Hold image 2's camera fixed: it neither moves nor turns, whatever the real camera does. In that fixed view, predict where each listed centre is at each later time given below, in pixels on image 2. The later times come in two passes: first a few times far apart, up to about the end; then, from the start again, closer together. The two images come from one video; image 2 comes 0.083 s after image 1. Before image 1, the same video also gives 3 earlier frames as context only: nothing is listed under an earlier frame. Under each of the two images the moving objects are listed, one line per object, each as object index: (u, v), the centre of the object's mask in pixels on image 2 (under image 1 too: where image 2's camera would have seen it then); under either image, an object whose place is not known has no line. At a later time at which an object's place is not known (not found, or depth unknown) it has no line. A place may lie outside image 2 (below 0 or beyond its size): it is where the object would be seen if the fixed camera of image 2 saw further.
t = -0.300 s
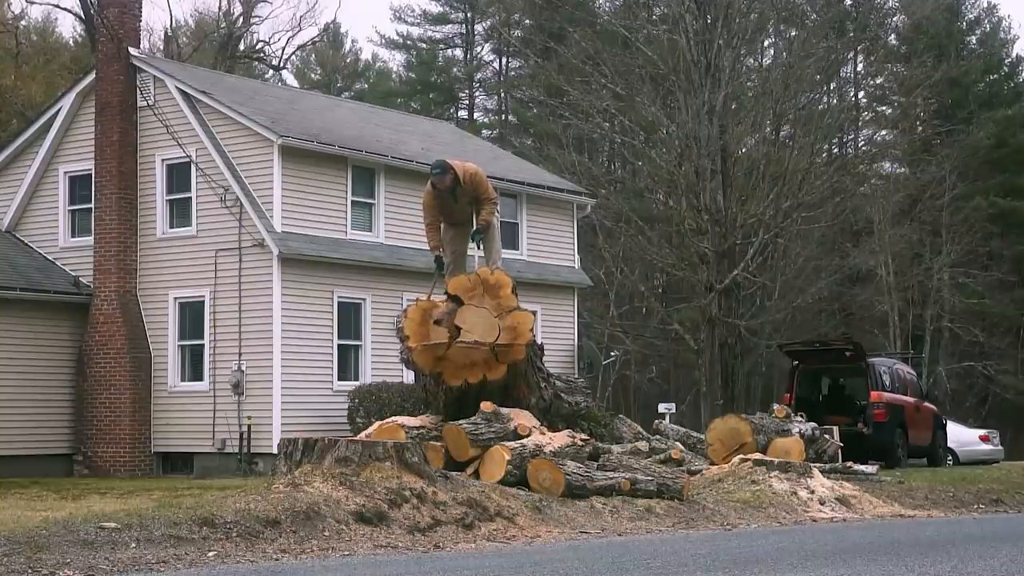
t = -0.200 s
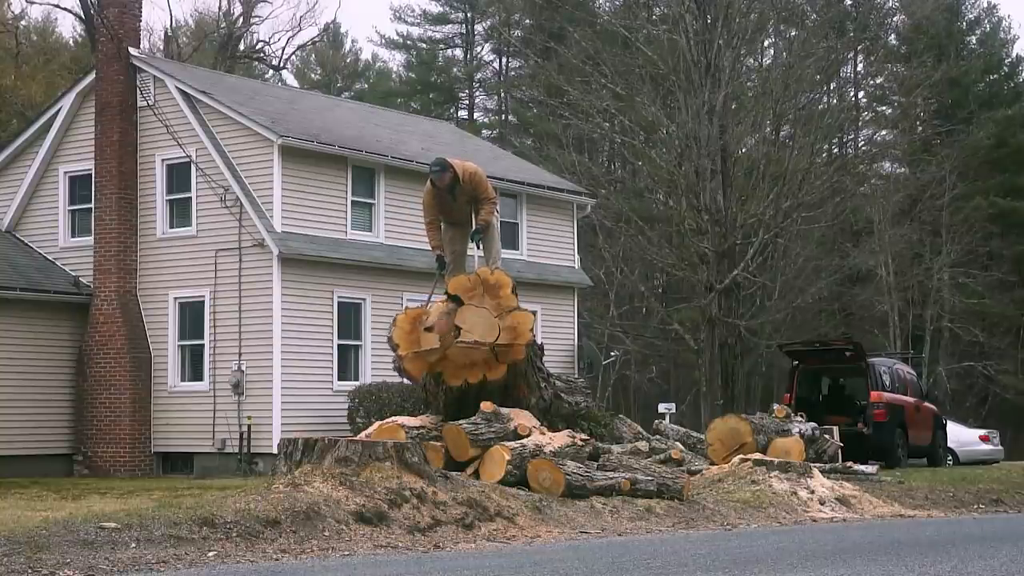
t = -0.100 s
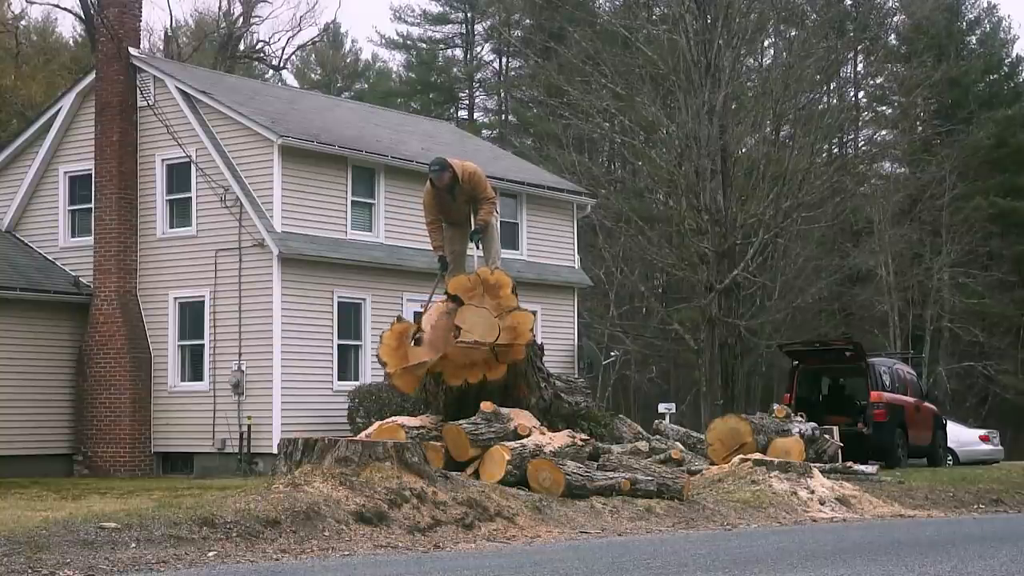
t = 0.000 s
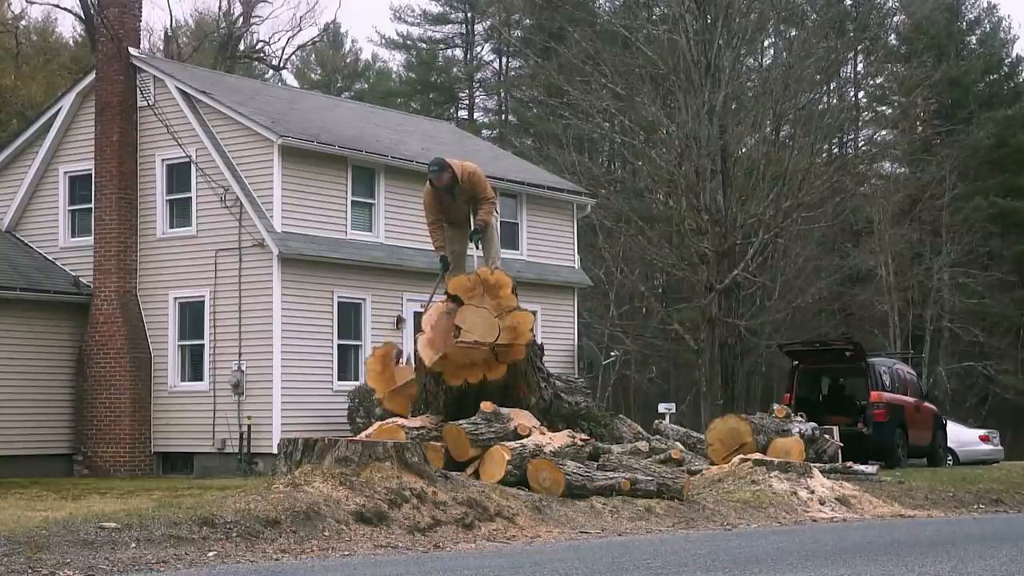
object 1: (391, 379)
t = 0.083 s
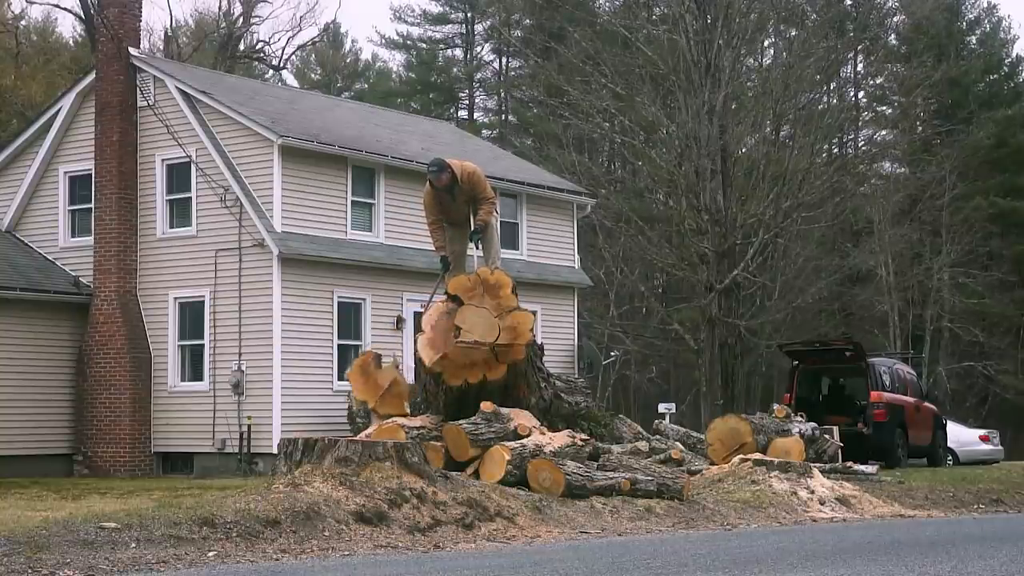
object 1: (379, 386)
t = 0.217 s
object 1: (358, 399)
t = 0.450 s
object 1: (311, 429)
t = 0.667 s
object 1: (247, 470)
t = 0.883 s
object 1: (197, 467)
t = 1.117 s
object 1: (147, 481)
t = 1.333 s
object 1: (102, 477)
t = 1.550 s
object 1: (58, 493)
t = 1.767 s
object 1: (24, 485)
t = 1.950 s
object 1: (12, 485)
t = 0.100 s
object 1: (376, 387)
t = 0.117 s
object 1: (373, 388)
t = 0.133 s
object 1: (370, 390)
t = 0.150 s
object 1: (368, 391)
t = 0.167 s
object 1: (365, 394)
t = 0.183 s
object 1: (363, 396)
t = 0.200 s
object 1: (360, 397)
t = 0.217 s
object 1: (358, 399)
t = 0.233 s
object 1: (355, 403)
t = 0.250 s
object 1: (350, 406)
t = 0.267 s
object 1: (347, 409)
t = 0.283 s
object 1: (346, 410)
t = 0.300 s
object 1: (344, 413)
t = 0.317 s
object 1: (341, 415)
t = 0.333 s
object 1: (340, 416)
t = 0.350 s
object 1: (337, 418)
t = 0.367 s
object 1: (335, 419)
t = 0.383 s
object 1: (330, 421)
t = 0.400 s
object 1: (326, 422)
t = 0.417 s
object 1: (323, 425)
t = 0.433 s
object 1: (317, 426)
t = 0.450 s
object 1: (311, 429)
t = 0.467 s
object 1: (304, 432)
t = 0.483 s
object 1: (295, 435)
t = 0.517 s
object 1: (269, 460)
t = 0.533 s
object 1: (265, 464)
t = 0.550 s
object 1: (262, 465)
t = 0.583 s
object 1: (255, 472)
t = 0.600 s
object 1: (254, 472)
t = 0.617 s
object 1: (253, 473)
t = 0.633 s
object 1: (251, 472)
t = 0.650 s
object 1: (250, 471)
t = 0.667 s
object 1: (247, 470)
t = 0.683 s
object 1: (246, 468)
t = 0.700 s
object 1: (242, 467)
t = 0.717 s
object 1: (235, 466)
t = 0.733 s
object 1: (236, 466)
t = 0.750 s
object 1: (233, 464)
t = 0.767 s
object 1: (227, 464)
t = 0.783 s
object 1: (223, 464)
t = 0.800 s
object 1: (218, 463)
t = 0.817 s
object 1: (213, 463)
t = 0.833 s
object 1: (210, 464)
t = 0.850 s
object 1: (206, 465)
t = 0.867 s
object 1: (201, 466)
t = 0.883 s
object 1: (197, 467)
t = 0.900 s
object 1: (194, 469)
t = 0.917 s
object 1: (189, 470)
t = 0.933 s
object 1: (185, 472)
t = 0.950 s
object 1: (181, 475)
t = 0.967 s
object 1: (177, 477)
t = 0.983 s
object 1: (173, 480)
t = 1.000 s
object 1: (169, 482)
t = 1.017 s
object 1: (166, 484)
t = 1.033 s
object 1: (164, 486)
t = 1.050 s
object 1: (162, 485)
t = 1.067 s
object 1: (157, 484)
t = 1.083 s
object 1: (155, 484)
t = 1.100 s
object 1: (152, 482)
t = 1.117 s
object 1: (147, 481)
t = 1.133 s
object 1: (144, 480)
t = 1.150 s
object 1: (140, 479)
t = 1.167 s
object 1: (137, 479)
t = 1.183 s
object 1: (133, 478)
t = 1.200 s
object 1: (129, 478)
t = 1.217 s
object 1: (125, 478)
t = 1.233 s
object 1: (122, 479)
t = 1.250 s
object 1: (118, 478)
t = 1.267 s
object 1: (115, 478)
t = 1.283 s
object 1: (112, 477)
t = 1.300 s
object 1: (108, 477)
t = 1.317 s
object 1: (105, 477)
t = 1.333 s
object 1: (102, 477)
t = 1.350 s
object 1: (99, 477)
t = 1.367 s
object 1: (95, 478)
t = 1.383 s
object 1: (92, 478)
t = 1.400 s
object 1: (88, 479)
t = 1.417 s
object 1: (85, 480)
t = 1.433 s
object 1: (82, 481)
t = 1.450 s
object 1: (79, 482)
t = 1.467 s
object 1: (74, 484)
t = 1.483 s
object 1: (71, 486)
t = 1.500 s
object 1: (68, 487)
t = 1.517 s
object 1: (64, 490)
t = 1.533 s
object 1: (61, 492)
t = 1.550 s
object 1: (58, 493)
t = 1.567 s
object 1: (54, 494)
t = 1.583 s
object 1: (51, 493)
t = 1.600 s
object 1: (48, 493)
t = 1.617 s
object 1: (44, 492)
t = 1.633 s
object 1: (42, 491)
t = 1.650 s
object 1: (39, 491)
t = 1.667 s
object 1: (36, 491)
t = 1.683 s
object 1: (34, 489)
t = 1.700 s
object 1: (32, 488)
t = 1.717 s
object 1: (30, 487)
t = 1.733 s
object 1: (28, 486)
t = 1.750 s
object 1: (26, 485)
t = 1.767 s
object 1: (24, 485)
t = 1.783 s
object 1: (22, 484)
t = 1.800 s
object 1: (21, 484)
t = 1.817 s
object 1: (20, 483)
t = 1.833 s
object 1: (19, 483)
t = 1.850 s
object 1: (18, 483)
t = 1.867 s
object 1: (17, 483)
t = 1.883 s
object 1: (16, 483)
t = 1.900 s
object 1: (15, 483)
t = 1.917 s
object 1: (14, 484)
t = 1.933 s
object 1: (13, 484)
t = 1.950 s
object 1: (12, 485)
